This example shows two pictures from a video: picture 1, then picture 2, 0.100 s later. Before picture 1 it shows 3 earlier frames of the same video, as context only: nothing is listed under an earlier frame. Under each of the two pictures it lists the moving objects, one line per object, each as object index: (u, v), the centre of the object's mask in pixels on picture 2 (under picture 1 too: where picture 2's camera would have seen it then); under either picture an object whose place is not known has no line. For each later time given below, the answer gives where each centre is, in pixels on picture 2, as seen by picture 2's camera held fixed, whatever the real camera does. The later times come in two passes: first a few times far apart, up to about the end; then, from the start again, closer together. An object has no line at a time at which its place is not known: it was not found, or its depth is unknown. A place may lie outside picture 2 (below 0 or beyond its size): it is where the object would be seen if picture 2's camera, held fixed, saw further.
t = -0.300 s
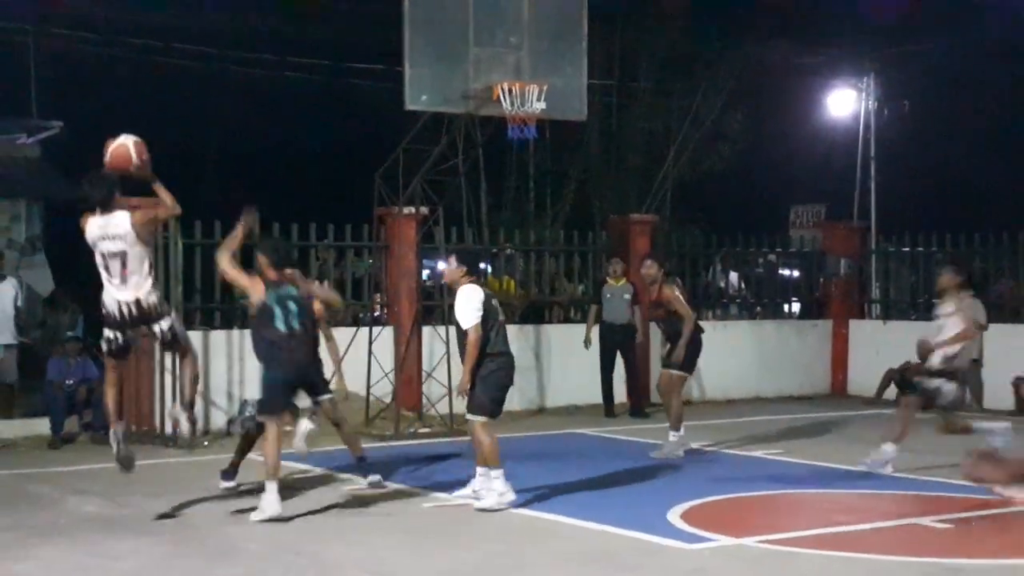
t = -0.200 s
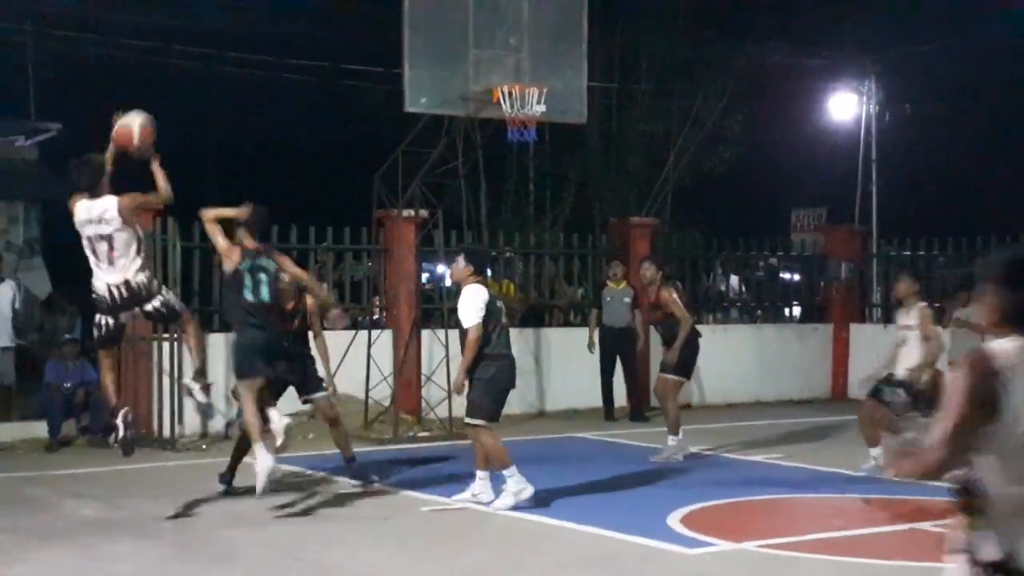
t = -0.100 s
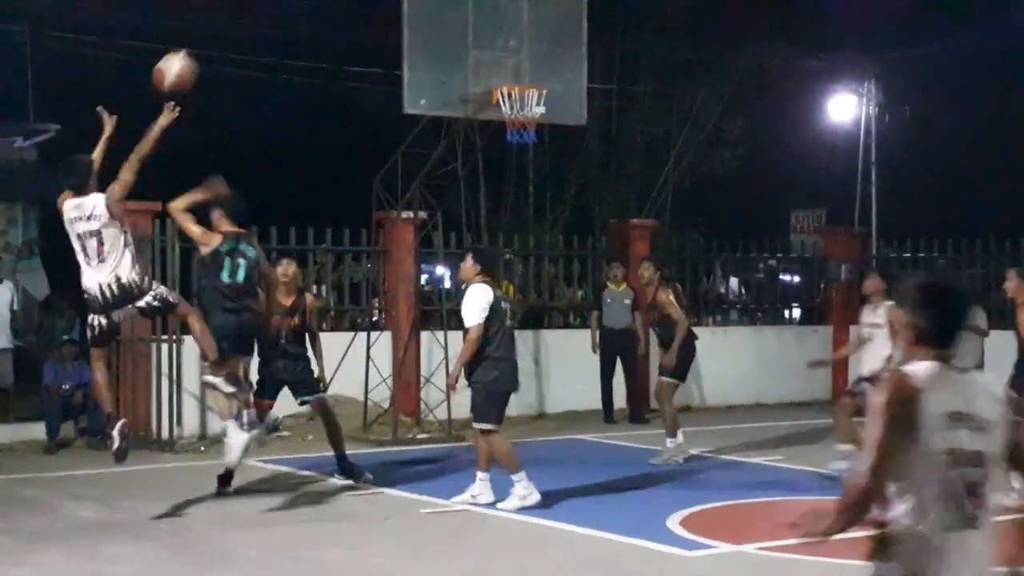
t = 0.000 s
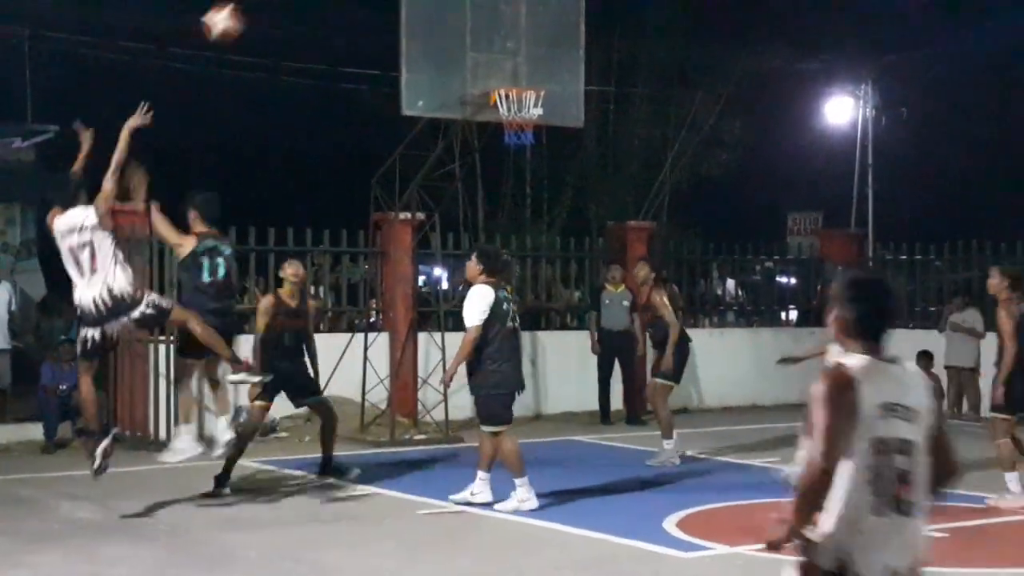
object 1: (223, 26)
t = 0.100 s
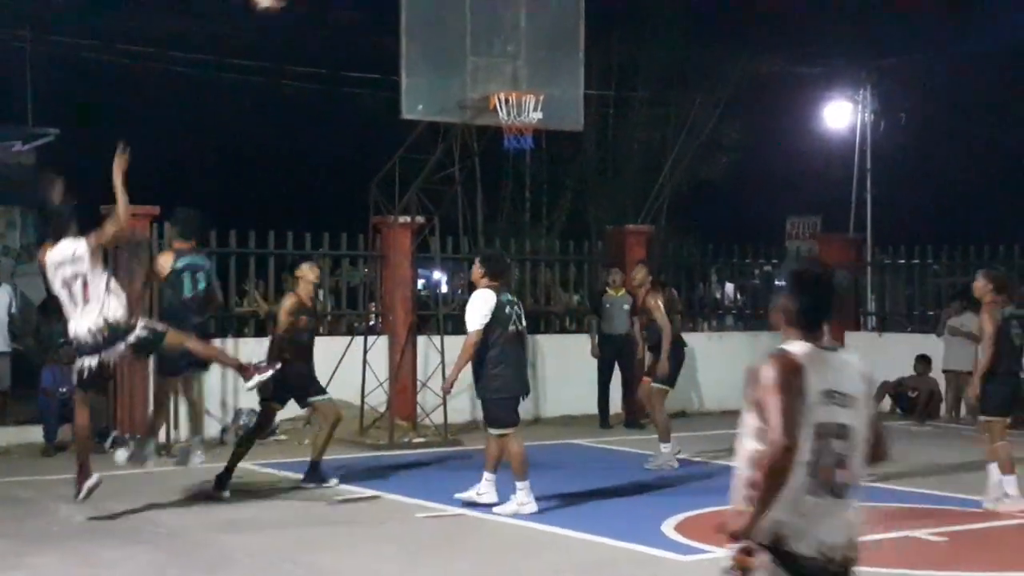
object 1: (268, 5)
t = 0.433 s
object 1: (396, -1)
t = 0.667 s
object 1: (469, 56)
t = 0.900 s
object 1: (543, 78)
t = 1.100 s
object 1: (599, 120)
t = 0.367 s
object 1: (373, -5)
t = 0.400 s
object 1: (386, -2)
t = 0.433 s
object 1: (396, -1)
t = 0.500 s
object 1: (417, 9)
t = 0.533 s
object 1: (422, 22)
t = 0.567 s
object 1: (439, 29)
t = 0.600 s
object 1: (449, 41)
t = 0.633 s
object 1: (459, 50)
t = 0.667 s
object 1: (469, 56)
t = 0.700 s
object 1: (483, 67)
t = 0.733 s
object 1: (496, 77)
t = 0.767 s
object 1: (505, 76)
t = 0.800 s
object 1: (514, 75)
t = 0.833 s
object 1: (524, 76)
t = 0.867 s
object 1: (532, 77)
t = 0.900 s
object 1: (543, 78)
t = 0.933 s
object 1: (553, 80)
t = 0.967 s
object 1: (564, 87)
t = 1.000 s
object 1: (571, 93)
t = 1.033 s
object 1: (582, 102)
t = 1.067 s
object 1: (590, 109)
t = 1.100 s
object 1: (599, 120)
